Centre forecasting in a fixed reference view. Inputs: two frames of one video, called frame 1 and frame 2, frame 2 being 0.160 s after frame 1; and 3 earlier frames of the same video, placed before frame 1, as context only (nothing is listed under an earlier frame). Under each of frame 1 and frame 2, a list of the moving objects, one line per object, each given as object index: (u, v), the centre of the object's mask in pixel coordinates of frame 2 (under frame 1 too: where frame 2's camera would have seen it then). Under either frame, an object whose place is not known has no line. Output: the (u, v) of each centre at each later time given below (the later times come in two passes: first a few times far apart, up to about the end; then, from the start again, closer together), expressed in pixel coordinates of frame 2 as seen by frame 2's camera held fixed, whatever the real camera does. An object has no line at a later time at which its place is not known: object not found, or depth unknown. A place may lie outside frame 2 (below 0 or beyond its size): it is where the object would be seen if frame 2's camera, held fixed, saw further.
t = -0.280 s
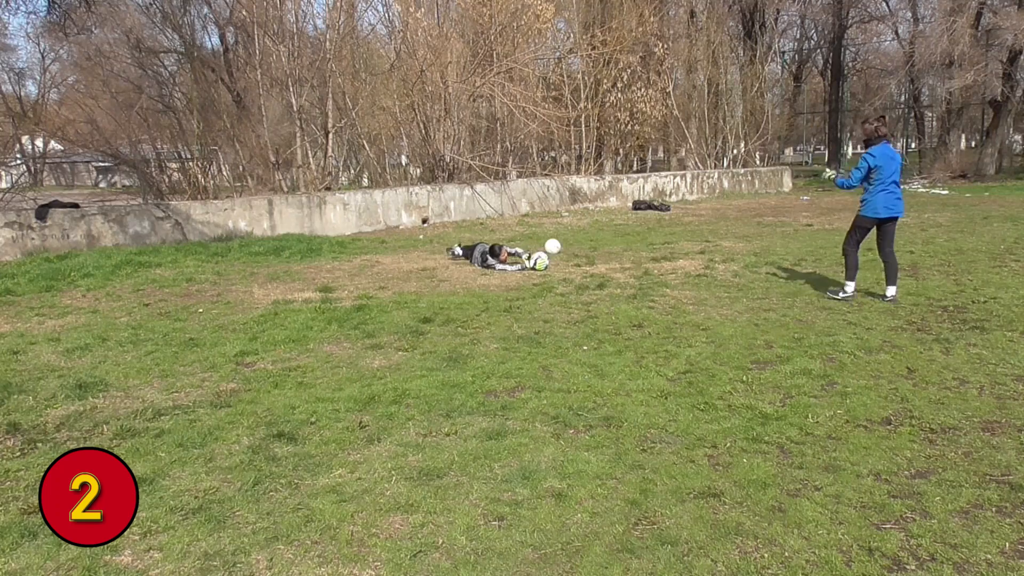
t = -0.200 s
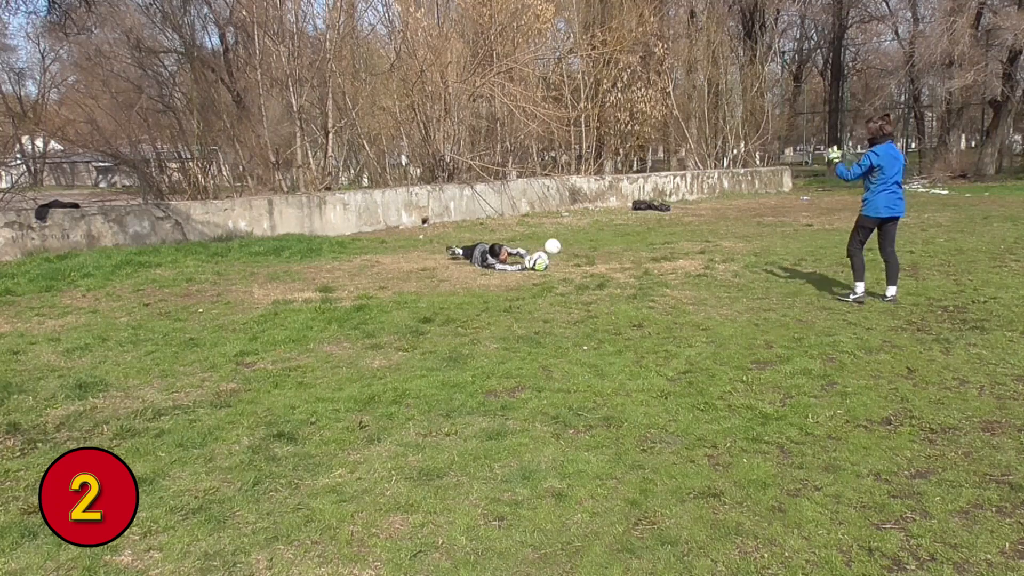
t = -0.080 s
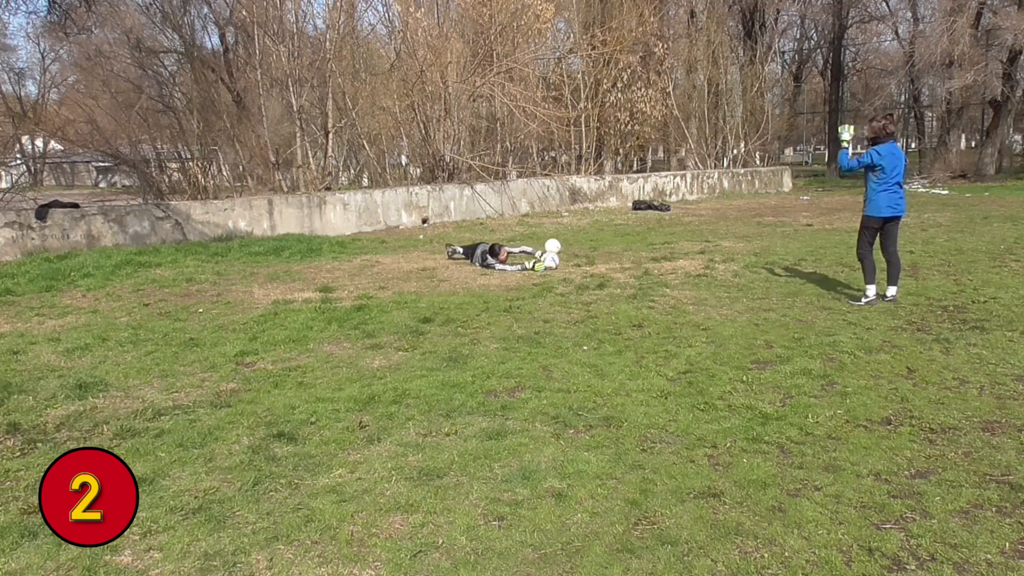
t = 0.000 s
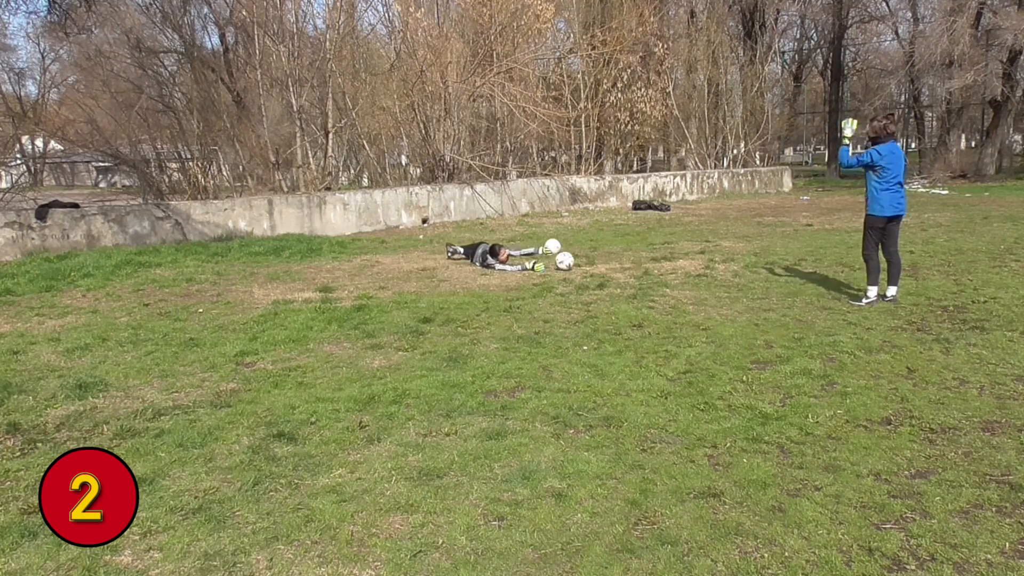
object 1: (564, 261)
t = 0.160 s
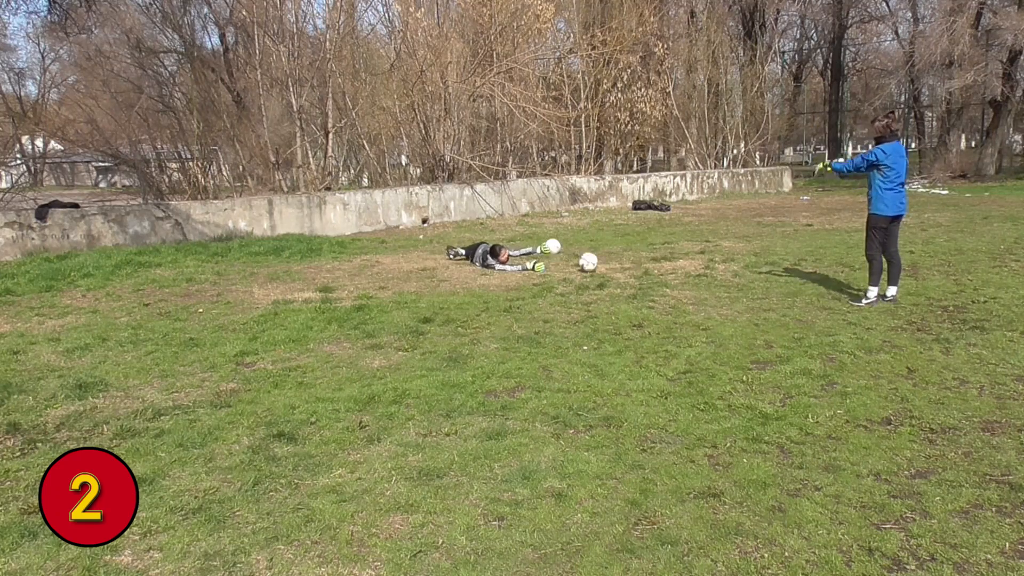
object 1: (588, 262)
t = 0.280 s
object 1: (606, 263)
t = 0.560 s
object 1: (645, 264)
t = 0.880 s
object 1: (683, 265)
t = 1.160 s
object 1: (712, 268)
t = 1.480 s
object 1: (745, 271)
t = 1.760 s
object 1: (771, 273)
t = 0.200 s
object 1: (594, 263)
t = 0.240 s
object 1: (600, 264)
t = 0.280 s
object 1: (606, 263)
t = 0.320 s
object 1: (612, 264)
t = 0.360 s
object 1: (618, 264)
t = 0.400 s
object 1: (623, 265)
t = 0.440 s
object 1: (629, 265)
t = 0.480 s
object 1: (634, 265)
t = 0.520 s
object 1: (640, 264)
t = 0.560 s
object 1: (645, 264)
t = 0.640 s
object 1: (655, 264)
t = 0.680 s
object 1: (659, 264)
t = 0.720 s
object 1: (665, 264)
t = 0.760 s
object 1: (669, 265)
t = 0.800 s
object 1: (674, 266)
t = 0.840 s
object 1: (679, 265)
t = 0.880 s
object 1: (683, 265)
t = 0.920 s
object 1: (687, 266)
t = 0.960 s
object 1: (692, 265)
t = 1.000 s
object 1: (696, 265)
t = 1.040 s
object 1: (700, 265)
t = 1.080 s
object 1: (704, 265)
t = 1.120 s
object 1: (708, 267)
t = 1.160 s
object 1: (712, 268)
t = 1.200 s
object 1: (716, 268)
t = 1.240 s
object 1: (720, 269)
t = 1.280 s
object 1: (725, 270)
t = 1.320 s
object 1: (729, 270)
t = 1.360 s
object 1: (733, 271)
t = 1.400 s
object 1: (737, 271)
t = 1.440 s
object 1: (742, 271)
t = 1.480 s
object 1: (745, 271)
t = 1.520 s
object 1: (749, 271)
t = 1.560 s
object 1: (753, 271)
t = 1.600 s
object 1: (757, 271)
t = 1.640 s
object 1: (760, 272)
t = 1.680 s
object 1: (764, 273)
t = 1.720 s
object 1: (768, 273)
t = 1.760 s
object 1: (771, 273)
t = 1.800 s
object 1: (775, 274)
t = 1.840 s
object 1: (779, 274)
